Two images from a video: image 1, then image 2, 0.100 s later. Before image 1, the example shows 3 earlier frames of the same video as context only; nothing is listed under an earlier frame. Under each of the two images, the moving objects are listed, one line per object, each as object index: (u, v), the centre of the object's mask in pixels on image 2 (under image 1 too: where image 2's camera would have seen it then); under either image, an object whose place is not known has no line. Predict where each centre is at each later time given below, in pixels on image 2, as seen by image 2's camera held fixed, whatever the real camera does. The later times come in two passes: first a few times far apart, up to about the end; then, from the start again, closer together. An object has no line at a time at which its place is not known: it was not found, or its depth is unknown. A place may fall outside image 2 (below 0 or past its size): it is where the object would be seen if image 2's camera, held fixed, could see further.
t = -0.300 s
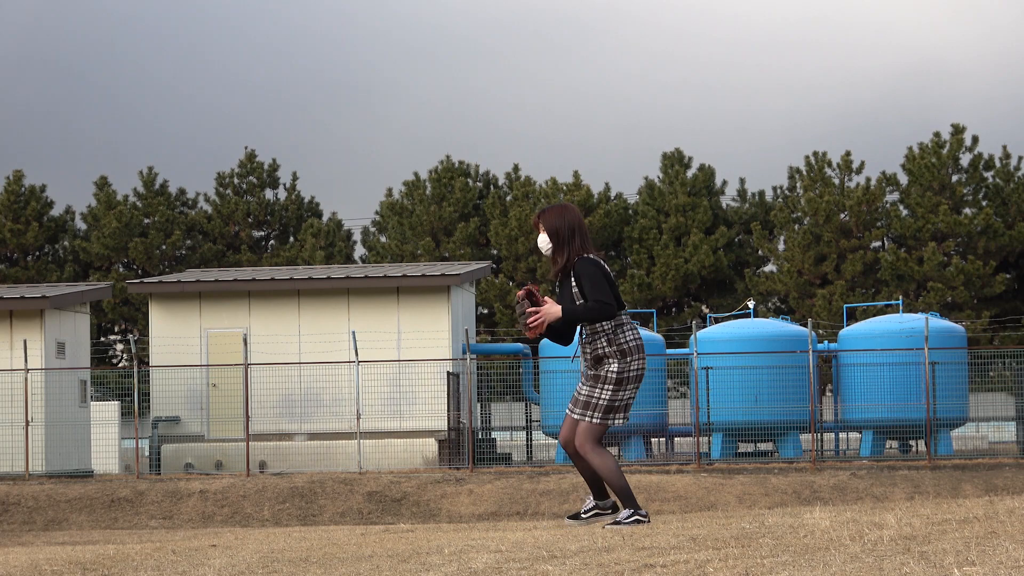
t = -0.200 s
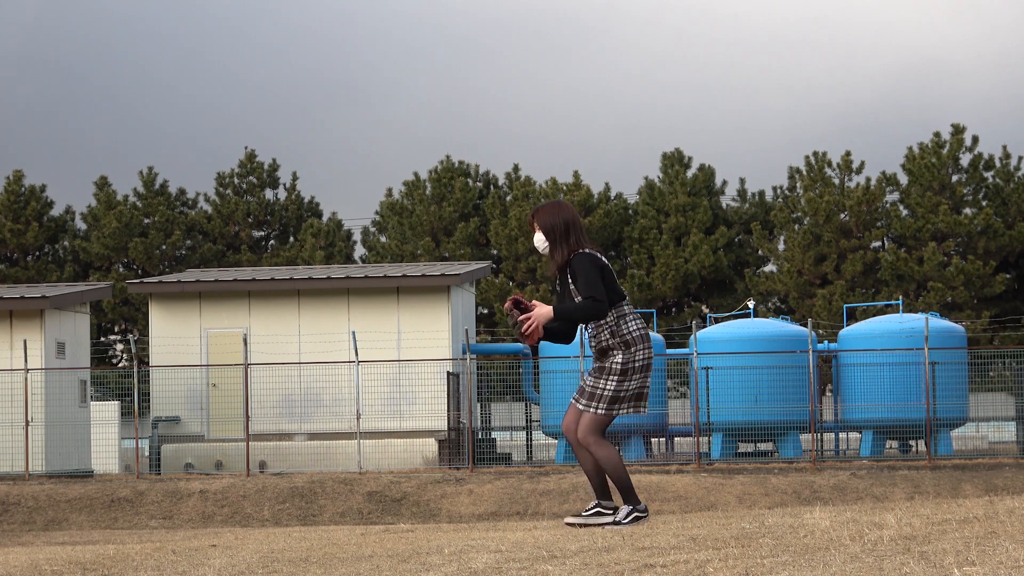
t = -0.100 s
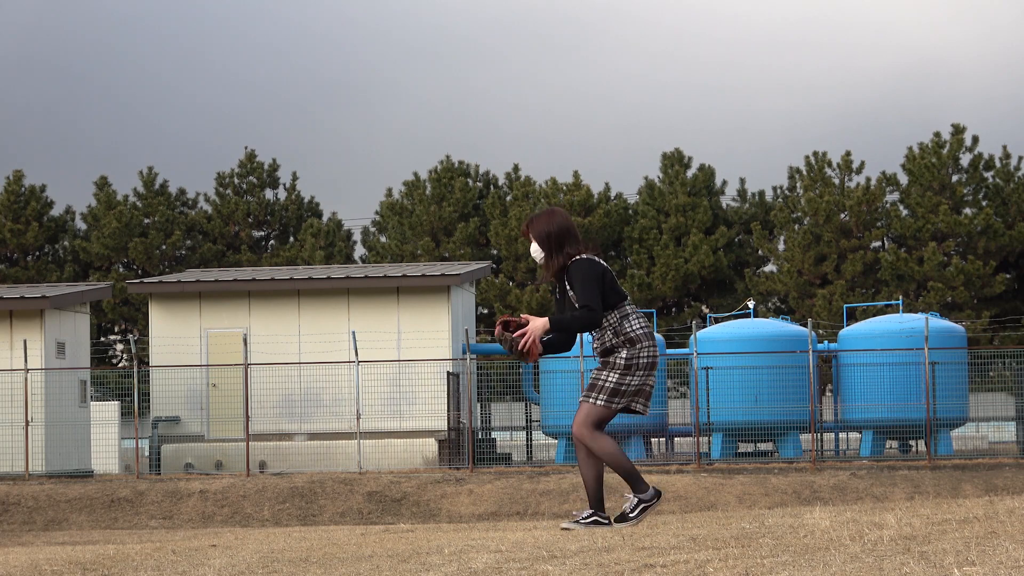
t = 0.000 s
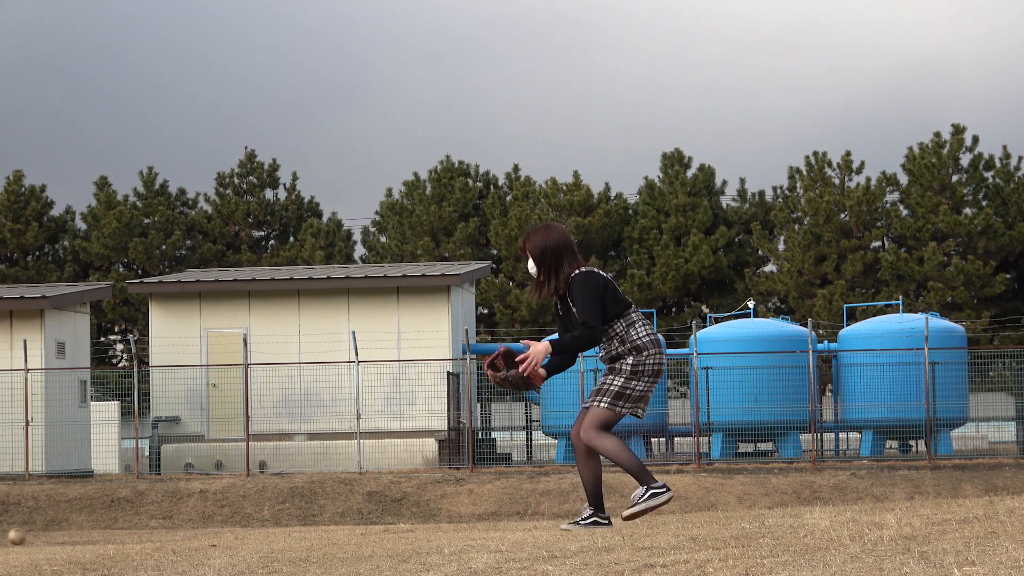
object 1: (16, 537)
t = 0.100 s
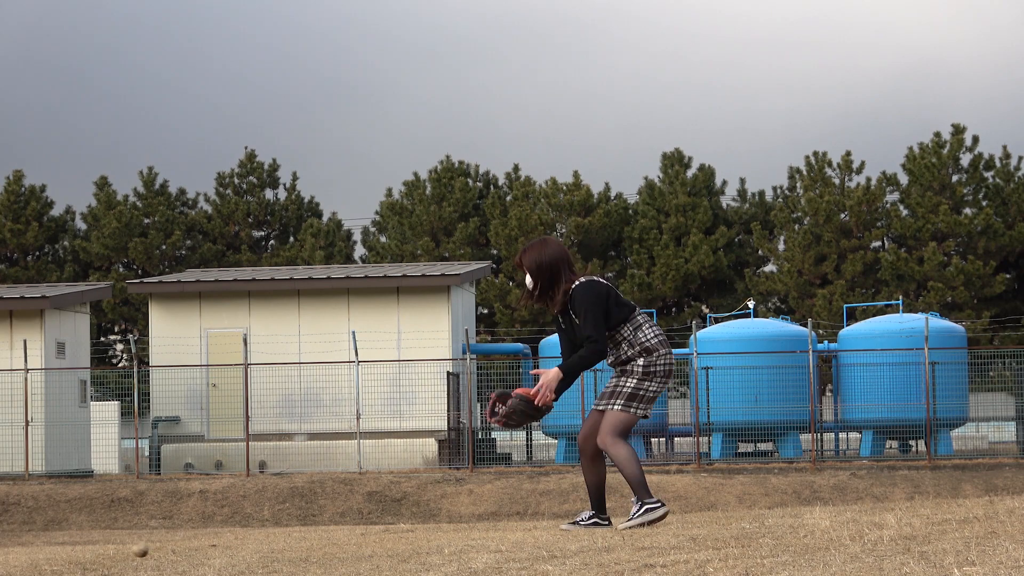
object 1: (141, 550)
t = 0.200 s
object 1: (257, 526)
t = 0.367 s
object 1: (450, 528)
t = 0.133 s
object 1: (179, 539)
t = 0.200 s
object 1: (257, 526)
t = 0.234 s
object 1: (296, 524)
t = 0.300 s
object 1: (374, 528)
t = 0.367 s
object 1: (450, 528)
